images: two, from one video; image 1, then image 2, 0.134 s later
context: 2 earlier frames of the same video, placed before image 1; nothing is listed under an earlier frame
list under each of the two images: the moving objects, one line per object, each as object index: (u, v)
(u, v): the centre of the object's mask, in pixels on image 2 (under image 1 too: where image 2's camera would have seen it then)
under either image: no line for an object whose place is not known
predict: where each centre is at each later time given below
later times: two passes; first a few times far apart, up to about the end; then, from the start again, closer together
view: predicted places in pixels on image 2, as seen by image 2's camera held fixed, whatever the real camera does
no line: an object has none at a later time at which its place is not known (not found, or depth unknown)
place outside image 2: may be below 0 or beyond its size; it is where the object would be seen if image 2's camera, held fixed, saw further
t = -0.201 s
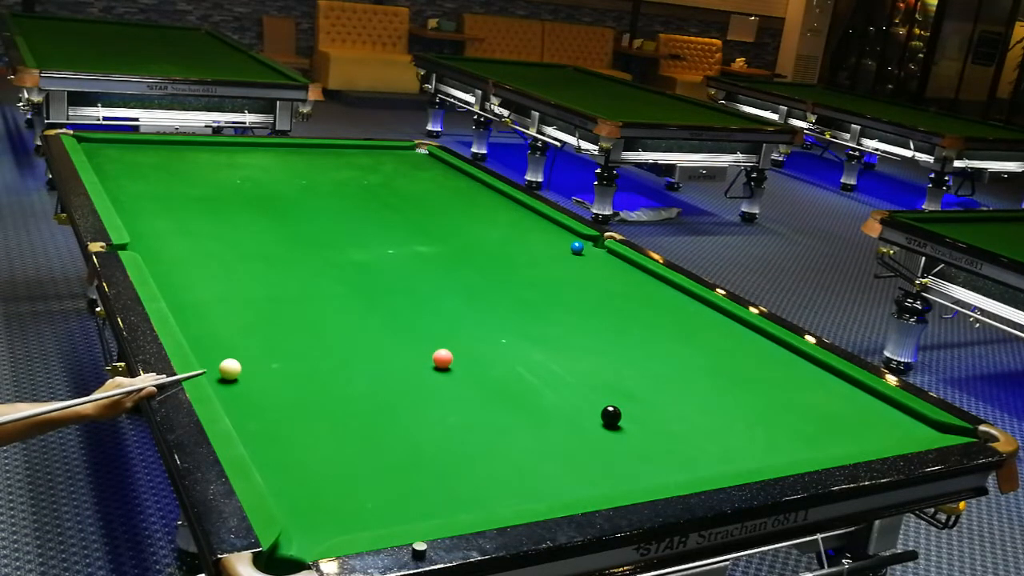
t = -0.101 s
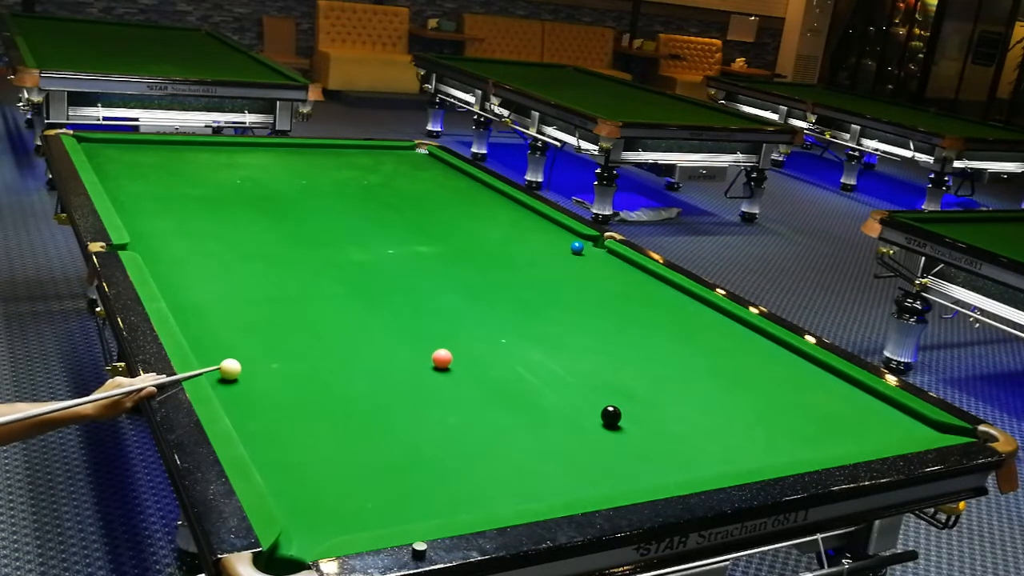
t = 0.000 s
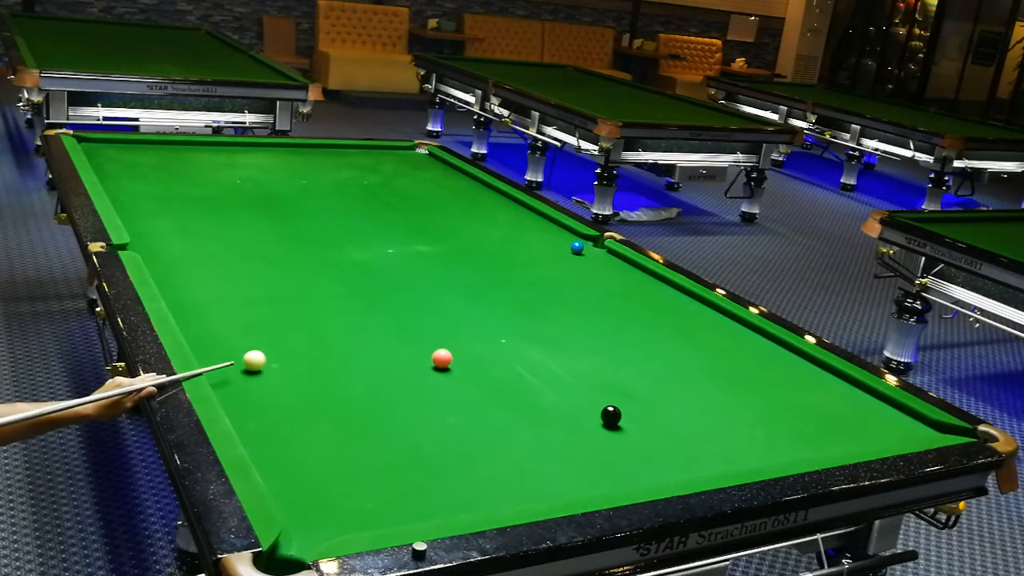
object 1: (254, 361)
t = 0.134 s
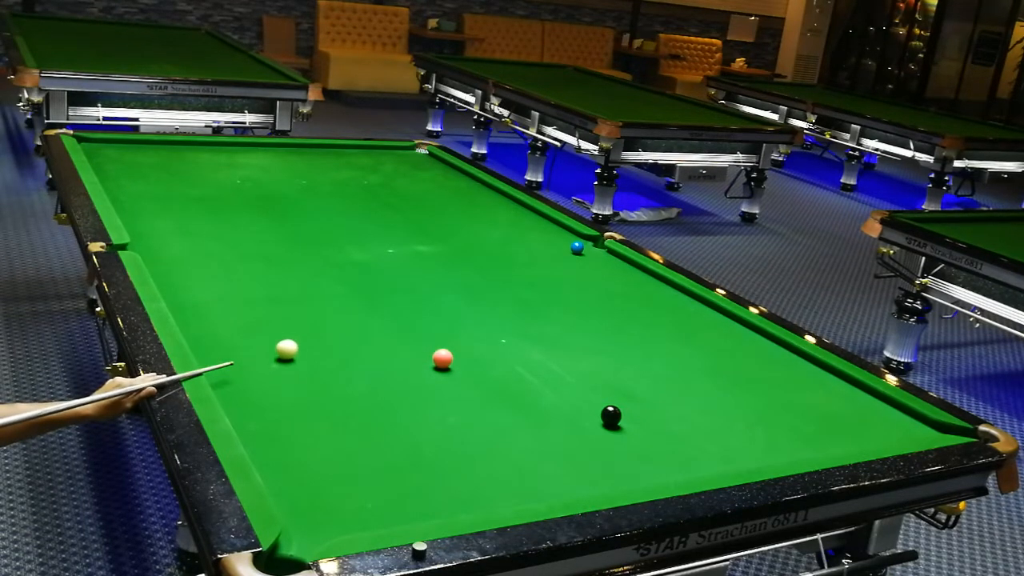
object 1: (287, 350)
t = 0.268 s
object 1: (316, 339)
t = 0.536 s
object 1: (369, 321)
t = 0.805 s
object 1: (414, 305)
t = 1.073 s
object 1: (452, 292)
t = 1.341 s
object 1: (486, 281)
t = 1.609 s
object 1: (516, 271)
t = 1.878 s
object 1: (542, 262)
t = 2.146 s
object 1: (566, 254)
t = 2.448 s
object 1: (585, 251)
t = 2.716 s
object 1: (597, 251)
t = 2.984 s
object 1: (608, 252)
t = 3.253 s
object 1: (607, 252)
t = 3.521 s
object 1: (603, 252)
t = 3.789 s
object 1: (600, 253)
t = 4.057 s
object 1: (599, 252)
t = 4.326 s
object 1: (599, 252)
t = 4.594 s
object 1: (599, 253)
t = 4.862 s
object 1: (599, 253)
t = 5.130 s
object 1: (599, 253)
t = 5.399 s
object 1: (599, 253)
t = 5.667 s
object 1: (599, 252)
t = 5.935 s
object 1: (599, 253)
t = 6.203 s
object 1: (599, 252)
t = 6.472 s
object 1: (599, 253)
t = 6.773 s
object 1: (599, 252)
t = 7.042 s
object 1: (599, 253)
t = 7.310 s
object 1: (599, 253)
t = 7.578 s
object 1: (599, 252)
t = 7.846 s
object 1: (599, 252)
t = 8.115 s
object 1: (599, 253)
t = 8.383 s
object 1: (599, 253)
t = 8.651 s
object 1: (599, 252)
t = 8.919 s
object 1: (599, 253)
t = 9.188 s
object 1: (599, 252)
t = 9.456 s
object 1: (599, 253)
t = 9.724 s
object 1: (599, 252)
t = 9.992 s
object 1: (599, 252)
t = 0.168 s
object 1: (294, 347)
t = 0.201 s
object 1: (302, 345)
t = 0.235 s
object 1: (309, 342)
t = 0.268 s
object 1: (316, 339)
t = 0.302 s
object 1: (323, 337)
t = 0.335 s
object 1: (330, 334)
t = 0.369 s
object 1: (337, 332)
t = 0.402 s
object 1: (343, 330)
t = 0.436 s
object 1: (350, 328)
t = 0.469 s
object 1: (356, 325)
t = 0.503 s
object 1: (362, 323)
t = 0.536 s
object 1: (369, 321)
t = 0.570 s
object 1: (375, 319)
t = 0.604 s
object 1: (381, 317)
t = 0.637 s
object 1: (386, 315)
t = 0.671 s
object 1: (392, 313)
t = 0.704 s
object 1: (397, 311)
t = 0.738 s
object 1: (403, 309)
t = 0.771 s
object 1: (408, 307)
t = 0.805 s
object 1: (414, 305)
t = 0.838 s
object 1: (419, 304)
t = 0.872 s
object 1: (424, 302)
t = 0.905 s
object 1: (429, 300)
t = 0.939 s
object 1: (434, 298)
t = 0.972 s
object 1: (439, 297)
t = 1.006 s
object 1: (443, 295)
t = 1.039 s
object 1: (448, 294)
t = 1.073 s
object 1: (452, 292)
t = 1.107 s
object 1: (457, 290)
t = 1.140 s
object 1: (461, 289)
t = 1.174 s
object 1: (466, 287)
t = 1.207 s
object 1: (470, 286)
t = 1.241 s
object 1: (474, 285)
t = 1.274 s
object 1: (478, 283)
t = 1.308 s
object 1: (482, 282)
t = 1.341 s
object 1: (486, 281)
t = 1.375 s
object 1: (490, 279)
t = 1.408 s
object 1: (494, 278)
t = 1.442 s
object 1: (498, 277)
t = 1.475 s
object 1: (501, 275)
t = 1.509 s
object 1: (505, 274)
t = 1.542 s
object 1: (509, 273)
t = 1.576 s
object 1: (512, 272)
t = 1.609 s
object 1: (516, 271)
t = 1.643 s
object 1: (519, 269)
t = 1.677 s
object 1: (523, 268)
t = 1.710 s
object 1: (526, 267)
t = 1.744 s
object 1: (529, 266)
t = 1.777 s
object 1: (533, 265)
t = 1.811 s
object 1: (536, 264)
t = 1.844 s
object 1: (539, 263)
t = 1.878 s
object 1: (542, 262)
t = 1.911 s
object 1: (545, 261)
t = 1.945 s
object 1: (548, 260)
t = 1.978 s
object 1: (551, 259)
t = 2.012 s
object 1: (554, 258)
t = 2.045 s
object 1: (557, 257)
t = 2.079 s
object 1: (560, 256)
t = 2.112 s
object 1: (563, 255)
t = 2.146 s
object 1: (566, 254)
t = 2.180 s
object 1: (568, 253)
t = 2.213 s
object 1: (571, 252)
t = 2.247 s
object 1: (574, 251)
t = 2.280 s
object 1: (576, 251)
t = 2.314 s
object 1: (577, 252)
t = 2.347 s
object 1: (579, 252)
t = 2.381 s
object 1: (581, 252)
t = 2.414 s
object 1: (583, 252)
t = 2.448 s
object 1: (585, 251)
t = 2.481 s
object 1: (586, 251)
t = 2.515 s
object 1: (588, 251)
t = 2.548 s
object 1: (589, 251)
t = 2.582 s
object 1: (591, 251)
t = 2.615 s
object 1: (592, 251)
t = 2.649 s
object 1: (594, 251)
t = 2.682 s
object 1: (595, 252)
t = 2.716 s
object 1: (597, 251)
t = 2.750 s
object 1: (598, 251)
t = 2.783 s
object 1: (600, 252)
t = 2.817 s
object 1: (601, 252)
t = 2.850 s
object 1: (603, 252)
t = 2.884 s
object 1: (604, 252)
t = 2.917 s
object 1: (605, 252)
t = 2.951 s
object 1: (607, 252)
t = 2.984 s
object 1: (608, 252)
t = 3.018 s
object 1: (609, 252)
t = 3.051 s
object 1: (610, 252)
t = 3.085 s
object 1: (610, 252)
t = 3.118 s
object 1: (609, 252)
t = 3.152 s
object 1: (609, 252)
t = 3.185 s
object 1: (608, 253)
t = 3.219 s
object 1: (608, 252)
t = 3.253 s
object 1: (607, 252)
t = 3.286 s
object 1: (607, 252)
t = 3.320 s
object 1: (606, 252)
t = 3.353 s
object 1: (606, 253)
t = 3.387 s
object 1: (605, 253)
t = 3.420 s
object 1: (605, 253)
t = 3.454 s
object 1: (604, 253)
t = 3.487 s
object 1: (604, 252)
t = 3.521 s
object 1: (603, 252)
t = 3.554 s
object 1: (603, 252)
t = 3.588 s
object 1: (602, 252)
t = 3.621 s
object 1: (602, 252)
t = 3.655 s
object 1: (602, 252)
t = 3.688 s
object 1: (601, 253)
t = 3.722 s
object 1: (601, 252)
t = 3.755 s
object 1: (601, 252)
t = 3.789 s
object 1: (600, 253)
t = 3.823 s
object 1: (600, 253)
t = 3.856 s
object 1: (600, 252)
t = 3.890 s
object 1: (600, 252)
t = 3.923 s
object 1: (599, 252)
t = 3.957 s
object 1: (599, 253)
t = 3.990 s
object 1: (599, 252)
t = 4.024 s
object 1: (599, 252)
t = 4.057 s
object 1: (599, 252)
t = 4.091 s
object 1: (599, 252)
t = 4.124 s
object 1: (599, 252)
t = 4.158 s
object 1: (599, 252)
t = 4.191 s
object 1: (599, 252)
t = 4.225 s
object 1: (599, 252)
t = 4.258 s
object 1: (599, 252)
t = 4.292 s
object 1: (598, 252)
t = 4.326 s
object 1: (599, 252)
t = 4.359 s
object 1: (599, 252)
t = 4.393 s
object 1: (599, 253)
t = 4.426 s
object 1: (599, 253)
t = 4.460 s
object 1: (599, 253)
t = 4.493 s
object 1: (599, 253)
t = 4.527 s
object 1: (599, 253)
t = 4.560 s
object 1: (599, 253)
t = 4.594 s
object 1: (599, 253)
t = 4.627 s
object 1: (599, 253)
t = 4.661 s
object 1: (599, 253)
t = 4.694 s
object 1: (599, 253)
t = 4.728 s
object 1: (599, 253)
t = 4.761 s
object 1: (599, 253)
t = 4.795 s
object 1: (599, 253)
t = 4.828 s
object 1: (599, 253)
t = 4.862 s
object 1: (599, 253)
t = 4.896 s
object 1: (599, 252)
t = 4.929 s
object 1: (599, 252)
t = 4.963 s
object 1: (599, 252)
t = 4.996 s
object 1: (599, 252)
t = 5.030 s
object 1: (599, 252)
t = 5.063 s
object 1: (599, 253)
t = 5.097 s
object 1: (599, 253)
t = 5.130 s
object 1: (599, 253)
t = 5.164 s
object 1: (599, 253)
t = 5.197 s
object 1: (599, 253)
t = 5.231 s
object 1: (599, 253)
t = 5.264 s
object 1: (599, 253)
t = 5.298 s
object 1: (599, 252)
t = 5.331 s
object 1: (599, 253)
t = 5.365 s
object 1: (599, 252)
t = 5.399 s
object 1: (599, 253)
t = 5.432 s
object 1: (599, 252)
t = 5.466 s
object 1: (599, 252)
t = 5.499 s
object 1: (599, 252)
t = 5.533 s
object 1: (599, 253)
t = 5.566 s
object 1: (599, 253)
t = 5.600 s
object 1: (599, 253)
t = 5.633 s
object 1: (599, 252)
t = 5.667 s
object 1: (599, 252)
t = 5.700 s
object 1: (599, 253)
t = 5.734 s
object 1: (599, 253)
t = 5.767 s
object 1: (599, 253)
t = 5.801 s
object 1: (599, 253)
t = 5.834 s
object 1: (599, 253)
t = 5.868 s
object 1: (599, 253)
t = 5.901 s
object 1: (599, 252)
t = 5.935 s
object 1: (599, 253)
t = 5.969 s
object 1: (599, 252)
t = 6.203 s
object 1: (599, 252)
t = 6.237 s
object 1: (599, 253)
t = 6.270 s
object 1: (599, 252)
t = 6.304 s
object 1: (599, 252)
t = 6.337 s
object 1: (599, 252)
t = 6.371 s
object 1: (599, 252)
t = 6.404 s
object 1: (599, 252)
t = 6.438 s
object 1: (599, 252)
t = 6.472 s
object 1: (599, 253)
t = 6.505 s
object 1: (599, 252)
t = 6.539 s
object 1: (599, 252)
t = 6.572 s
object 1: (599, 252)
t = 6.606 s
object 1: (599, 252)
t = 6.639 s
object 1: (599, 252)
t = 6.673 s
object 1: (599, 252)
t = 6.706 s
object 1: (599, 252)
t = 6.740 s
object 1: (599, 252)
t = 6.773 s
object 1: (599, 252)
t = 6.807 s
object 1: (599, 252)
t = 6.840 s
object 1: (599, 252)
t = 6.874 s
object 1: (599, 252)
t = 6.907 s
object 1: (599, 252)
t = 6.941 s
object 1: (599, 252)
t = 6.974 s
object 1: (599, 253)
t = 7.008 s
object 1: (599, 253)
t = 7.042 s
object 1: (599, 253)
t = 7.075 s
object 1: (599, 253)
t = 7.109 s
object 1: (599, 253)
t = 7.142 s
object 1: (599, 253)
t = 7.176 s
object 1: (599, 253)
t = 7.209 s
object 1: (599, 253)
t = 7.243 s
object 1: (599, 253)
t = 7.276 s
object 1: (599, 253)
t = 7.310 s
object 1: (599, 253)
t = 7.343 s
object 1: (599, 253)
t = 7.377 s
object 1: (599, 253)
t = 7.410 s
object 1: (599, 253)
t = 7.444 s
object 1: (599, 253)
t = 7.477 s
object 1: (599, 253)
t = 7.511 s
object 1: (599, 253)
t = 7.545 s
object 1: (599, 252)
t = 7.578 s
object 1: (599, 252)
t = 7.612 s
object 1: (599, 252)
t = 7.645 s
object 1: (599, 252)
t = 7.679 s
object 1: (599, 252)
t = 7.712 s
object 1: (599, 252)
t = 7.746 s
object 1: (599, 252)
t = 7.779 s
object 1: (599, 252)
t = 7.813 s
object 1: (599, 252)
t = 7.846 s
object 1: (599, 252)
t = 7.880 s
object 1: (599, 252)
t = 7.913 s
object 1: (599, 253)
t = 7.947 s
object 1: (599, 253)
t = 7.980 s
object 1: (599, 252)
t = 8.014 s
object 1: (599, 252)
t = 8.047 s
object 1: (599, 253)
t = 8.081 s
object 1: (599, 253)
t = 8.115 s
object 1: (599, 253)
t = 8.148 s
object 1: (599, 253)
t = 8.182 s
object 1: (599, 252)
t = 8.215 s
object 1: (599, 252)
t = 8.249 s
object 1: (599, 253)
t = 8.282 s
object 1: (599, 253)
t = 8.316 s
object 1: (599, 253)
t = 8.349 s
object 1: (599, 253)
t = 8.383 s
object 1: (599, 253)
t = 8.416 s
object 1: (599, 253)
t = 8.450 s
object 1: (599, 253)
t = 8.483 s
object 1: (599, 252)
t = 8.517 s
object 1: (599, 252)
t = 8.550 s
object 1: (599, 252)
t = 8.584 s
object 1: (599, 252)
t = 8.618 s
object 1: (599, 252)
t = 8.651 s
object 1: (599, 252)
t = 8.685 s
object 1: (599, 252)
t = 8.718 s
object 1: (599, 253)
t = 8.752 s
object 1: (599, 252)
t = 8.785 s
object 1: (599, 253)
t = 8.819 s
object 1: (599, 253)
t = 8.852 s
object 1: (599, 252)
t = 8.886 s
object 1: (599, 252)
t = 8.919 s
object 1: (599, 253)
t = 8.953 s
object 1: (599, 253)
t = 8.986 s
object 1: (599, 252)
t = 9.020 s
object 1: (599, 252)
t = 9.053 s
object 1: (599, 252)
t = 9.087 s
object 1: (599, 252)
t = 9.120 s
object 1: (599, 252)
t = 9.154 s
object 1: (599, 252)
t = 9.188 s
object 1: (599, 252)
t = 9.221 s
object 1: (599, 253)
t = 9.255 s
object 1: (599, 253)
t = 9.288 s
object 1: (599, 253)
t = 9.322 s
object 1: (599, 252)
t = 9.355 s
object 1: (599, 252)
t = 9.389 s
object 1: (599, 252)
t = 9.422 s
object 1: (599, 253)
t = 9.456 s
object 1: (599, 253)
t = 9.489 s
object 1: (599, 252)
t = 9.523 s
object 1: (599, 252)
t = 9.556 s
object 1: (599, 252)
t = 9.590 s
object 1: (599, 252)
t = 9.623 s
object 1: (599, 252)
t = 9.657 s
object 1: (599, 252)
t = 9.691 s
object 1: (599, 252)
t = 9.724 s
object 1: (599, 252)
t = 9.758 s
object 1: (599, 252)
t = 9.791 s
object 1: (599, 252)
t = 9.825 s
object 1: (599, 252)
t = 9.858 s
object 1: (599, 252)
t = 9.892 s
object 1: (599, 252)
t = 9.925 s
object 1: (599, 253)
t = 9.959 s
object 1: (599, 253)
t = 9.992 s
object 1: (599, 252)
